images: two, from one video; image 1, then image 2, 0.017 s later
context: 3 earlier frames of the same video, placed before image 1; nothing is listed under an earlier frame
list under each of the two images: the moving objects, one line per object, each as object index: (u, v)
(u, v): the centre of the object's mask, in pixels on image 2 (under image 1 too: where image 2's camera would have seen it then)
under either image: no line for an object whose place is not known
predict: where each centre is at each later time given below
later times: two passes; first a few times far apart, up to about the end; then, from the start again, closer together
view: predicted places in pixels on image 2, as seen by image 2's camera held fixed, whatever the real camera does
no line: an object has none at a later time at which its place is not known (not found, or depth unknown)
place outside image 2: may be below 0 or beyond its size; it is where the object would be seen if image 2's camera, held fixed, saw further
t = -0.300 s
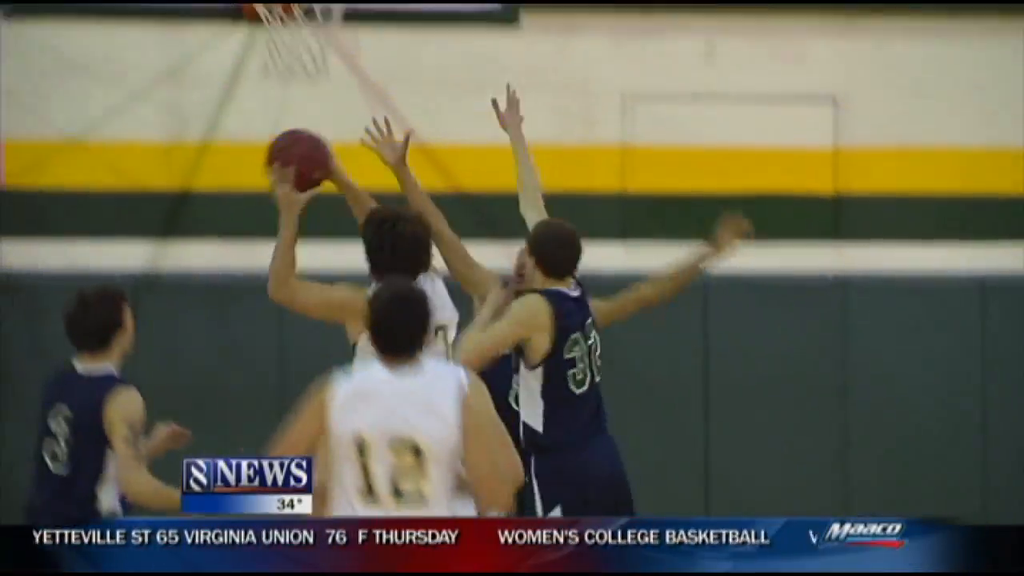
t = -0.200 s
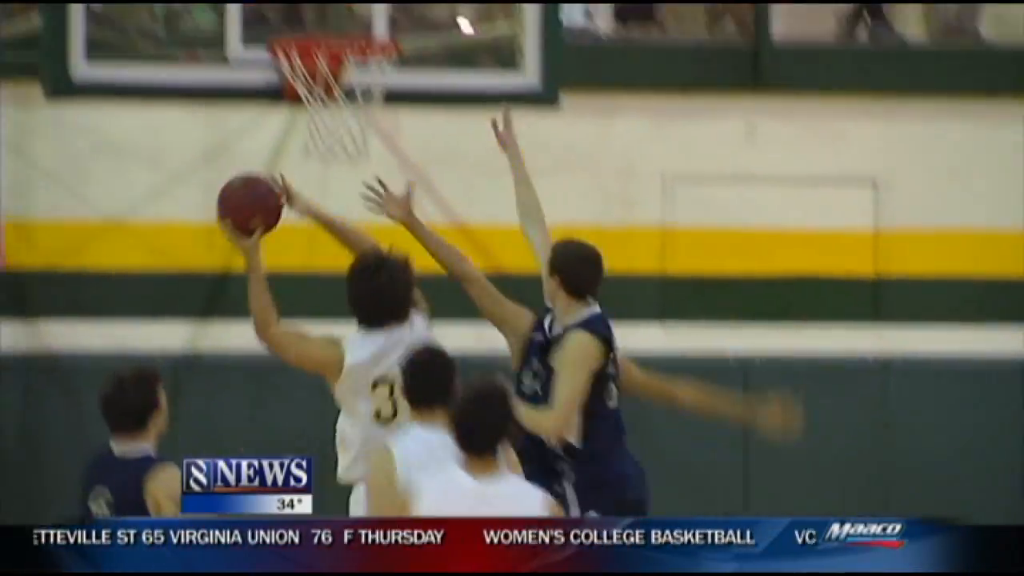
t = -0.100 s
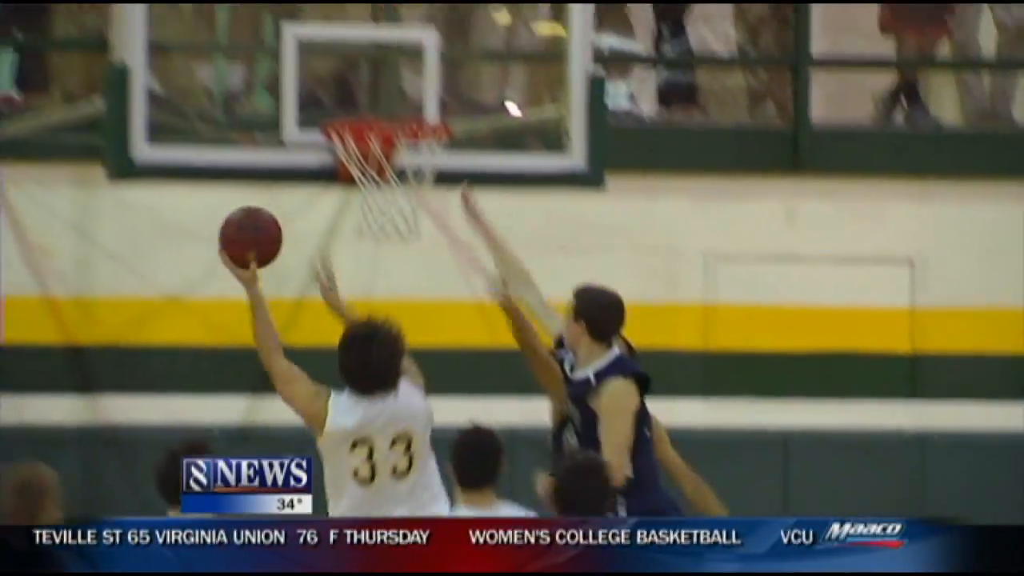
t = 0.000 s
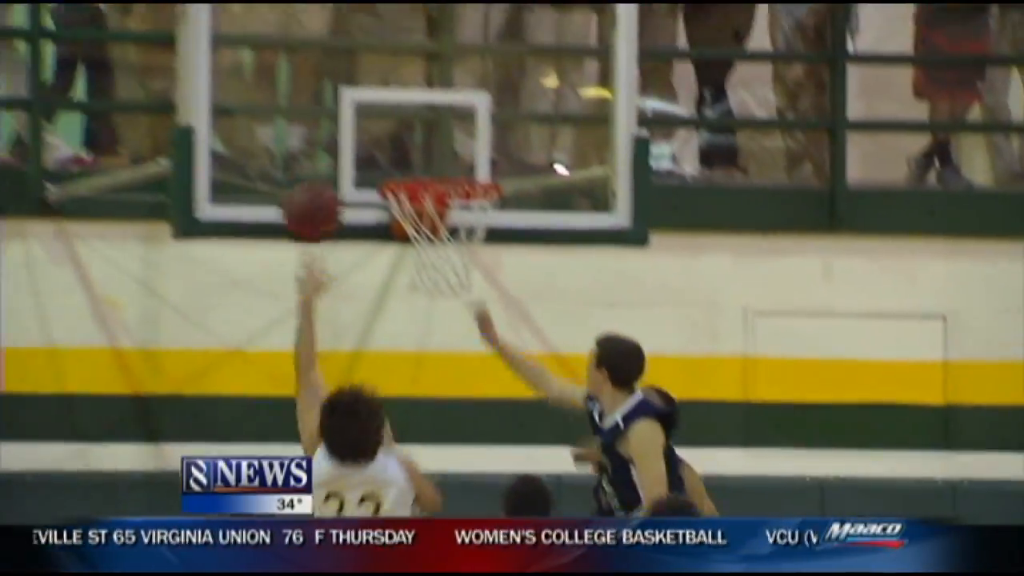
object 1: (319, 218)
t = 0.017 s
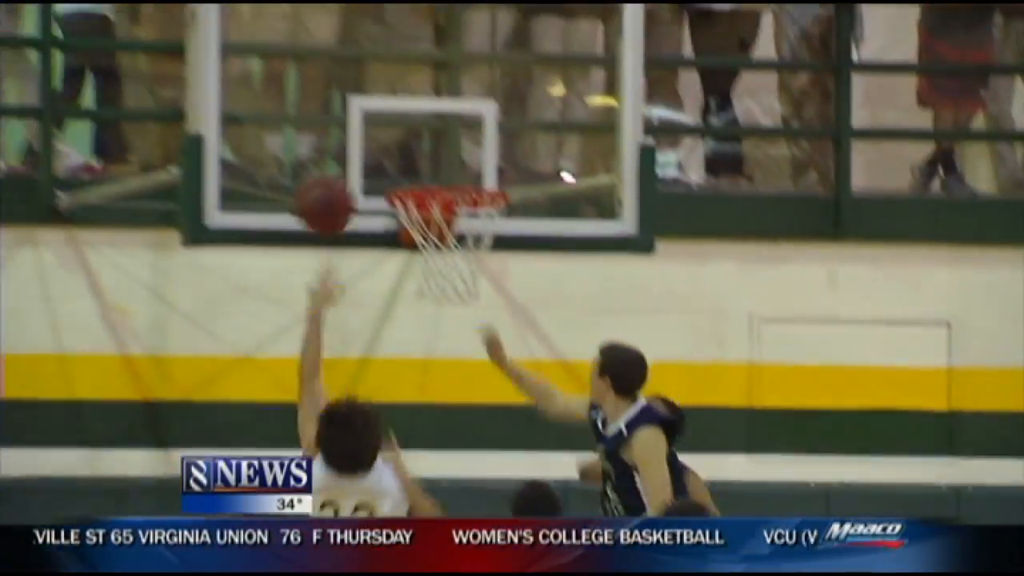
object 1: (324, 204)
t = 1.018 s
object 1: (482, 157)
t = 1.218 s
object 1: (487, 163)
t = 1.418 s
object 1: (485, 166)
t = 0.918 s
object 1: (470, 159)
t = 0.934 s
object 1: (475, 162)
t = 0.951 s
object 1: (479, 164)
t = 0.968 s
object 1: (482, 165)
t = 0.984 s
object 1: (482, 163)
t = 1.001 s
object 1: (483, 159)
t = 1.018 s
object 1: (482, 157)
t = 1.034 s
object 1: (483, 155)
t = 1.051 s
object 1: (484, 154)
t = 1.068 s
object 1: (484, 153)
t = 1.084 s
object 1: (484, 152)
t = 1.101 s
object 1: (484, 153)
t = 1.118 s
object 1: (485, 153)
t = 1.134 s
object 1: (485, 155)
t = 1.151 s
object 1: (486, 158)
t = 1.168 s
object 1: (486, 160)
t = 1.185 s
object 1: (486, 163)
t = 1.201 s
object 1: (487, 165)
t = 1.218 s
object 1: (487, 163)
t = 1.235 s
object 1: (487, 161)
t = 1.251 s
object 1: (486, 159)
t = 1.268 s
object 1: (486, 158)
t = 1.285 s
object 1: (486, 157)
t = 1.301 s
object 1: (486, 157)
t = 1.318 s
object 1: (486, 157)
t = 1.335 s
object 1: (486, 158)
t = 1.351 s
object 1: (486, 160)
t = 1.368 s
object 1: (486, 162)
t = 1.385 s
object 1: (485, 163)
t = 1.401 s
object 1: (485, 166)
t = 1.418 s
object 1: (485, 166)
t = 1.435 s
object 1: (483, 165)
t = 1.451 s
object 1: (481, 164)
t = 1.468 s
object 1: (480, 165)
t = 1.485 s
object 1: (478, 165)
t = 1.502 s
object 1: (476, 166)
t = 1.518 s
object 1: (475, 167)
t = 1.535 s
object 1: (474, 169)
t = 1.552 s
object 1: (473, 170)
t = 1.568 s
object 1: (472, 173)
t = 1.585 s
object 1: (470, 175)
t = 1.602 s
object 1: (470, 186)
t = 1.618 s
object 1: (471, 196)
